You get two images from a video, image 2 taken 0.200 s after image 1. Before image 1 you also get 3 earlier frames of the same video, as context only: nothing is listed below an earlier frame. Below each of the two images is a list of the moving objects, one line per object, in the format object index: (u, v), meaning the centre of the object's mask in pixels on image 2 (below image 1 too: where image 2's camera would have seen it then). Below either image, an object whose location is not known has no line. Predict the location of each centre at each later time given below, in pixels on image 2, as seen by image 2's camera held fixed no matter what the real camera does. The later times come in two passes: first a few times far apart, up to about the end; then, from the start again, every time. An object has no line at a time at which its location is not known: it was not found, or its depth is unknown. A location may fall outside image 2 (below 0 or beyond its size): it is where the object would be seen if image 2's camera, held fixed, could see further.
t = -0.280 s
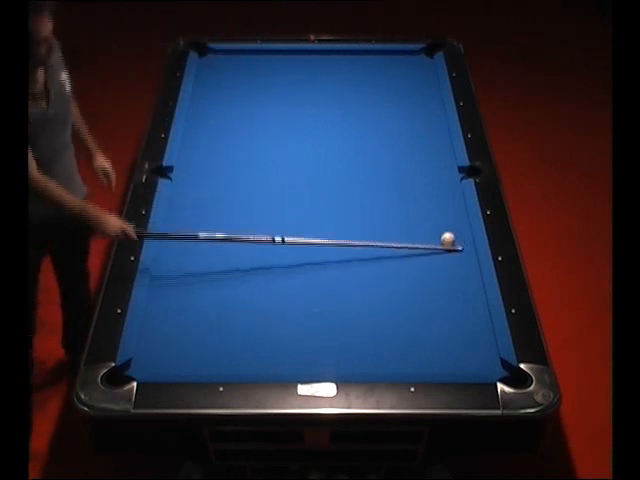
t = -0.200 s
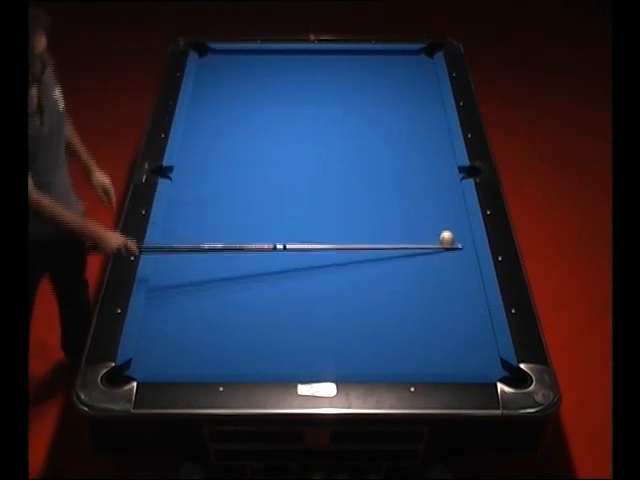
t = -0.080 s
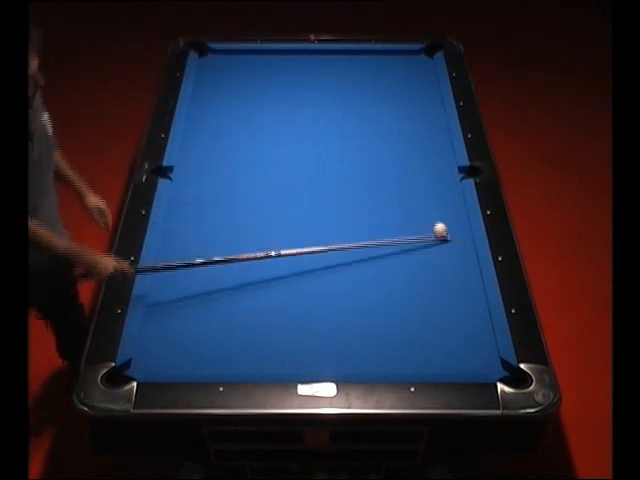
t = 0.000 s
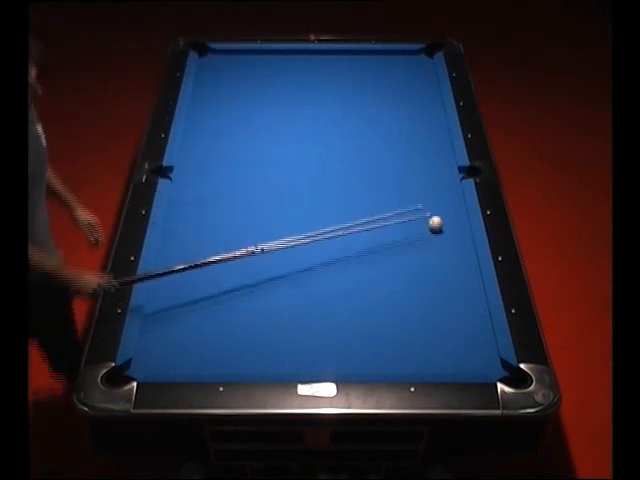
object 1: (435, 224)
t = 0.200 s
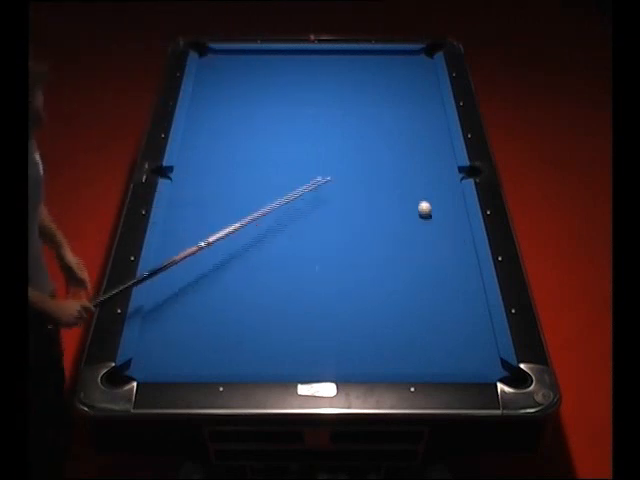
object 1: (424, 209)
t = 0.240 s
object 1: (422, 207)
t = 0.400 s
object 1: (414, 196)
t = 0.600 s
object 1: (405, 184)
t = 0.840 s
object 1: (394, 169)
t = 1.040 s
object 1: (386, 159)
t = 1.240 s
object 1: (379, 149)
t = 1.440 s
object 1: (372, 139)
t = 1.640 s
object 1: (366, 130)
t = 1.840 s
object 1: (360, 122)
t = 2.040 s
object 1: (354, 114)
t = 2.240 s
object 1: (349, 107)
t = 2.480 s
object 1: (343, 99)
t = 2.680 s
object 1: (338, 93)
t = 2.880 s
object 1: (334, 87)
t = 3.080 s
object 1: (330, 82)
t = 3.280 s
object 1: (326, 77)
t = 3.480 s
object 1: (322, 72)
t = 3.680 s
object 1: (319, 68)
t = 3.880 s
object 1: (315, 64)
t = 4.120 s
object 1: (312, 60)
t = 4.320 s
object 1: (309, 57)
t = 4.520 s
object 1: (307, 55)
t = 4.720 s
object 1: (305, 52)
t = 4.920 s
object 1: (304, 53)
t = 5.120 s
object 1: (303, 54)
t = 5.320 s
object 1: (302, 55)
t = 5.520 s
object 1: (302, 55)
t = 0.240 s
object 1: (422, 207)
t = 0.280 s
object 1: (421, 204)
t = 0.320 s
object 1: (419, 202)
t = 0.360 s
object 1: (416, 199)
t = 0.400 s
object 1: (414, 196)
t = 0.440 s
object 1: (412, 194)
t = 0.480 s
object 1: (411, 191)
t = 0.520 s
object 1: (408, 188)
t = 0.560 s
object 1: (407, 186)
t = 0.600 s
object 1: (405, 184)
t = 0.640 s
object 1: (403, 181)
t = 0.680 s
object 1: (401, 179)
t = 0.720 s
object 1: (400, 176)
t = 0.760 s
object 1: (398, 174)
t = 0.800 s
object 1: (396, 172)
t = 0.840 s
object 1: (394, 169)
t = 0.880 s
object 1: (393, 167)
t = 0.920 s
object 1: (391, 165)
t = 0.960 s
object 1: (390, 163)
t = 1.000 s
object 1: (388, 161)
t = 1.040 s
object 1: (386, 159)
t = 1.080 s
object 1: (385, 157)
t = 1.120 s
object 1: (383, 154)
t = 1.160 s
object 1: (382, 152)
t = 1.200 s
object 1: (380, 151)
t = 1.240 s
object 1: (379, 149)
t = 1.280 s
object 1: (377, 146)
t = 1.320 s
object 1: (376, 145)
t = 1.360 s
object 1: (375, 143)
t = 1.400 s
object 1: (373, 141)
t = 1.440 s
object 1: (372, 139)
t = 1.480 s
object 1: (371, 137)
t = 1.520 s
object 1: (369, 135)
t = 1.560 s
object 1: (368, 134)
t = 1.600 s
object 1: (367, 132)
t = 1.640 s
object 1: (366, 130)
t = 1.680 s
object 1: (364, 129)
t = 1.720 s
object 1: (363, 127)
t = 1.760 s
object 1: (362, 125)
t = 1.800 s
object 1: (361, 124)
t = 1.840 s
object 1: (360, 122)
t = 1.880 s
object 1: (358, 120)
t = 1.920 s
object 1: (357, 119)
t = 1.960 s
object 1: (356, 118)
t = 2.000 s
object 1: (355, 116)
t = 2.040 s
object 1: (354, 114)
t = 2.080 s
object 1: (353, 113)
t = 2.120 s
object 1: (352, 111)
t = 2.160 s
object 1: (351, 110)
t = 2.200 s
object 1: (350, 109)
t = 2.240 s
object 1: (349, 107)
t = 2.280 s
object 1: (348, 106)
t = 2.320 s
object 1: (347, 104)
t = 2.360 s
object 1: (346, 103)
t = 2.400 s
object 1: (345, 102)
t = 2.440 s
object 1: (344, 100)
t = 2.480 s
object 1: (343, 99)
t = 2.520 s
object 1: (342, 98)
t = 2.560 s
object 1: (341, 97)
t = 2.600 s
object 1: (340, 95)
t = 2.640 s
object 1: (339, 94)
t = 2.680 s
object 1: (338, 93)
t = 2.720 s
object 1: (338, 92)
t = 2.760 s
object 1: (336, 91)
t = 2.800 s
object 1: (336, 90)
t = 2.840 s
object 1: (335, 88)
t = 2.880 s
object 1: (334, 87)
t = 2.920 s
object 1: (333, 86)
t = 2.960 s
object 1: (332, 85)
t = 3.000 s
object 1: (331, 84)
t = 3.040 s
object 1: (330, 83)
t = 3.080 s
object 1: (330, 82)
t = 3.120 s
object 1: (329, 81)
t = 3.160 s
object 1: (328, 80)
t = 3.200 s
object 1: (327, 79)
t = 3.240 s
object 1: (326, 78)
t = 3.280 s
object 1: (326, 77)
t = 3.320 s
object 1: (325, 76)
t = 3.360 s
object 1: (324, 75)
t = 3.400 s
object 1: (323, 74)
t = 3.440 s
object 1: (323, 73)
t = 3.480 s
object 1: (322, 72)
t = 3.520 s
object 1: (321, 72)
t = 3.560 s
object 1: (321, 71)
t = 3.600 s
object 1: (320, 70)
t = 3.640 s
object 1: (319, 69)
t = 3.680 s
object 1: (319, 68)
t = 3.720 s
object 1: (318, 68)
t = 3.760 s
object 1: (317, 67)
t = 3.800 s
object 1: (317, 66)
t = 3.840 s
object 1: (316, 65)
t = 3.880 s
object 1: (315, 64)
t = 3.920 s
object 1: (315, 64)
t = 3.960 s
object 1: (314, 63)
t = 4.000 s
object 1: (314, 62)
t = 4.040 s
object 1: (313, 61)
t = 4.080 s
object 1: (313, 61)
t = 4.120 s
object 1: (312, 60)
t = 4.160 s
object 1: (311, 59)
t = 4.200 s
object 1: (311, 58)
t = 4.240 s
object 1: (310, 58)
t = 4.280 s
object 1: (310, 58)
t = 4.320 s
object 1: (309, 57)
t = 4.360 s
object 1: (309, 56)
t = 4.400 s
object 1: (308, 56)
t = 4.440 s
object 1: (308, 55)
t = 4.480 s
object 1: (307, 55)
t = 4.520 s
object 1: (307, 55)
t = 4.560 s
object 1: (306, 54)
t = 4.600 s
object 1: (306, 53)
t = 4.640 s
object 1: (306, 53)
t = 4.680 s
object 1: (305, 53)
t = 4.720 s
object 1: (305, 52)
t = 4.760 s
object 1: (305, 53)
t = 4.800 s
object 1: (304, 53)
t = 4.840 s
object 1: (304, 53)
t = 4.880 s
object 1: (304, 53)
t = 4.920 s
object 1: (304, 53)
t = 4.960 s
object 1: (304, 54)
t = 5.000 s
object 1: (303, 54)
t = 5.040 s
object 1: (303, 54)
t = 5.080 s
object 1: (303, 54)
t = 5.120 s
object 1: (303, 54)
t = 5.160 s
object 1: (303, 55)
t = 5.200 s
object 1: (302, 55)
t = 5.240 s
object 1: (302, 55)
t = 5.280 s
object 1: (302, 55)
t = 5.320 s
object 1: (302, 55)
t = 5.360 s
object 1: (302, 55)
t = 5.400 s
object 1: (302, 55)
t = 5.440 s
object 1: (302, 55)
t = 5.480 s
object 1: (302, 55)
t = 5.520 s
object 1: (302, 55)
